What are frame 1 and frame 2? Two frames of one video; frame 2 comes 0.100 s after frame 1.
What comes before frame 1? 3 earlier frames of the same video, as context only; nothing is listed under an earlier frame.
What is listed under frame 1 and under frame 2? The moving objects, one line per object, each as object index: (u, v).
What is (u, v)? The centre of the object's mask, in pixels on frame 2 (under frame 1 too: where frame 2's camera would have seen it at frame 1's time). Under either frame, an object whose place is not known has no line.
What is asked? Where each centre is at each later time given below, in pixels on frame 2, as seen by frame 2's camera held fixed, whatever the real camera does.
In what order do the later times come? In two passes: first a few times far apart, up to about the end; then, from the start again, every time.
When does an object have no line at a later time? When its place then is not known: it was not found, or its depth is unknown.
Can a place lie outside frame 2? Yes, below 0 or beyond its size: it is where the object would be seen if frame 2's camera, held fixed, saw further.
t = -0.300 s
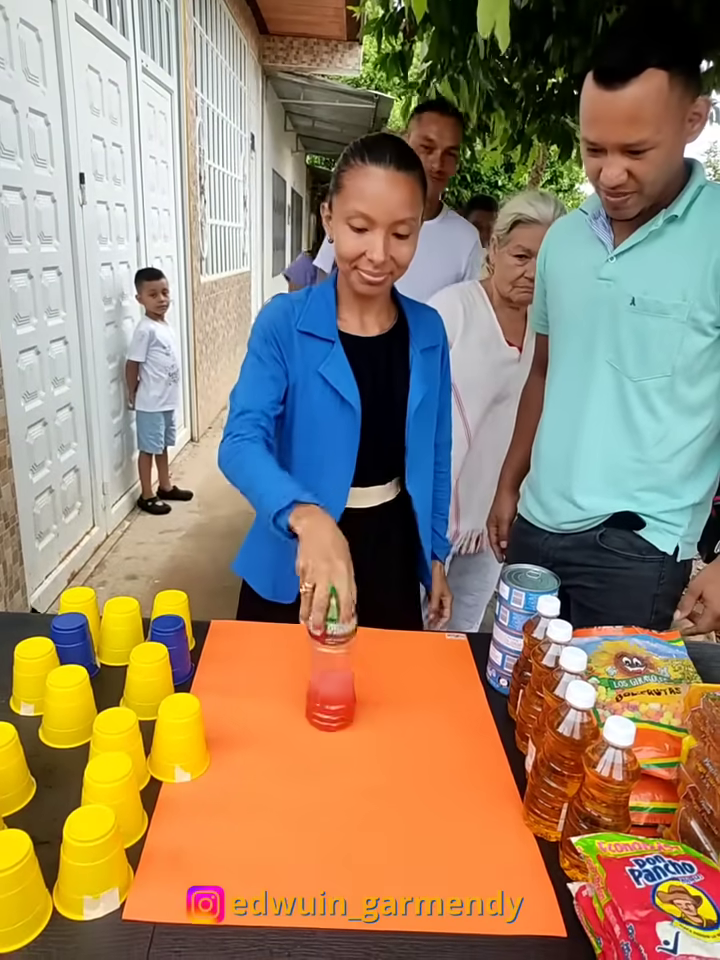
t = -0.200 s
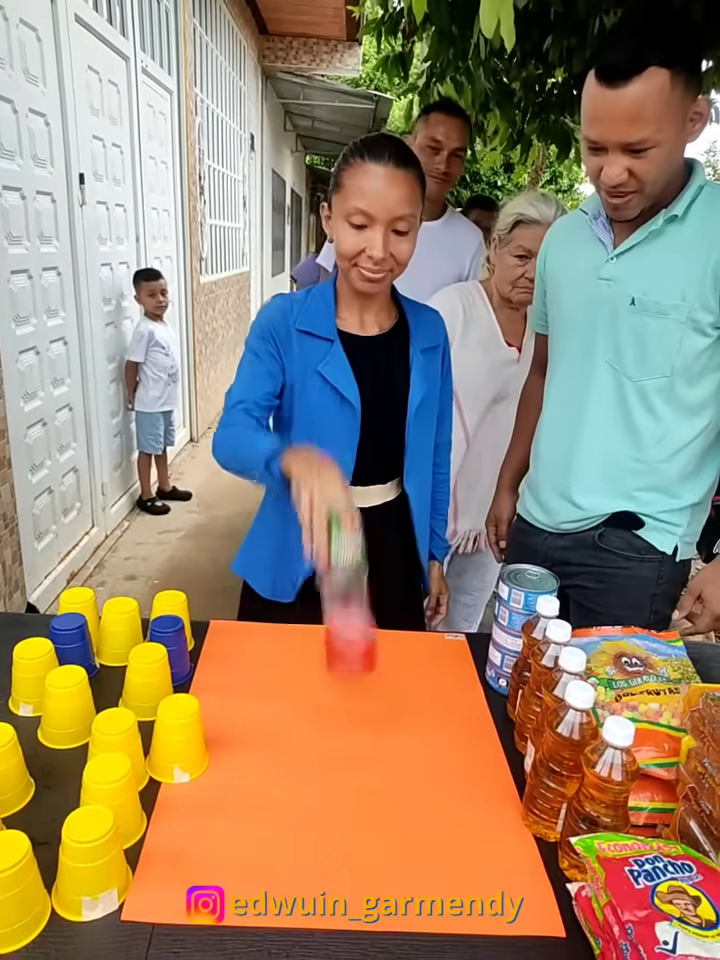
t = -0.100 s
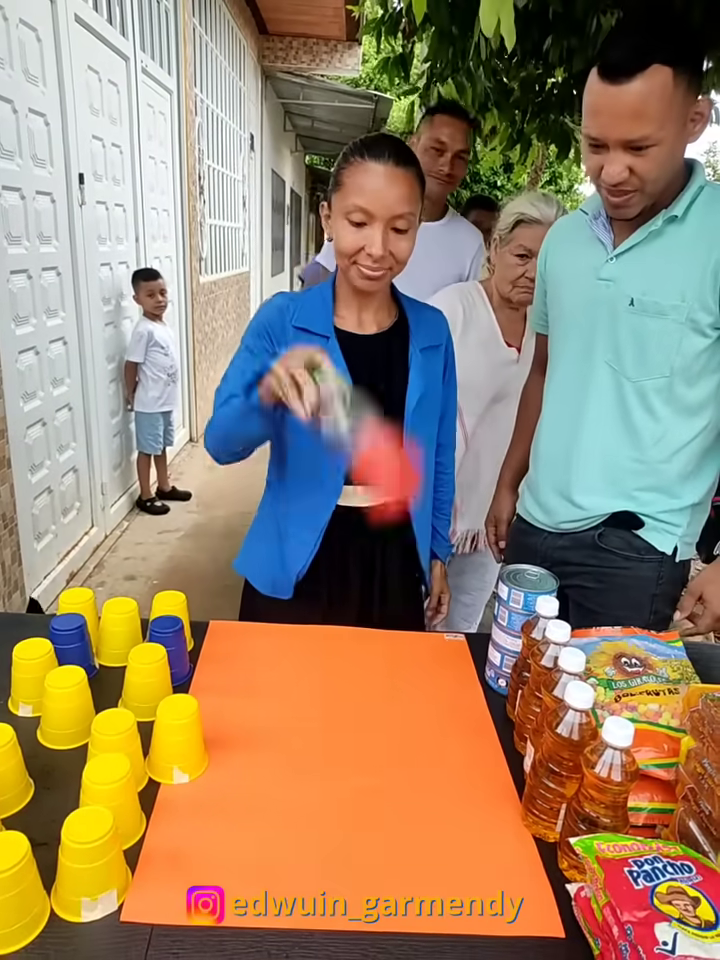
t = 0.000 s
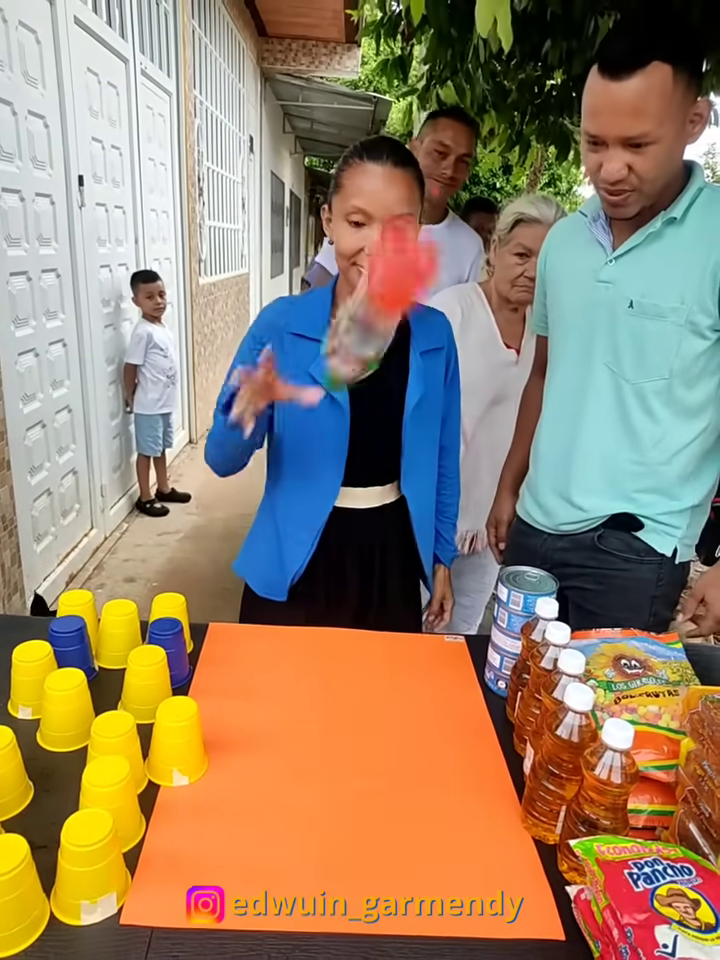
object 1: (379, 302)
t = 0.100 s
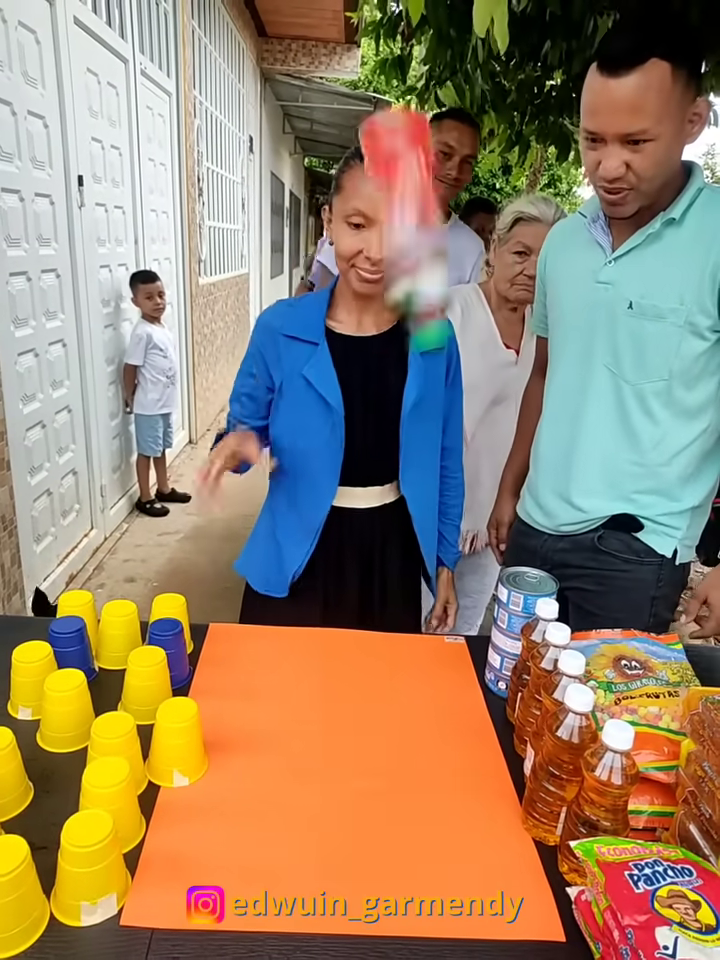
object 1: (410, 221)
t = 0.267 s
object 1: (444, 222)
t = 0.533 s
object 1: (392, 705)
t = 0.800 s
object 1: (414, 701)
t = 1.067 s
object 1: (399, 708)
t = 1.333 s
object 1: (398, 707)
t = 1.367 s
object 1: (401, 708)
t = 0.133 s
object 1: (422, 202)
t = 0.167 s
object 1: (431, 193)
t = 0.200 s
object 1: (437, 192)
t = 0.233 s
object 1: (440, 201)
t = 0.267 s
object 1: (444, 222)
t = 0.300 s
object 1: (436, 259)
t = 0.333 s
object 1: (425, 311)
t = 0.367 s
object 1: (416, 371)
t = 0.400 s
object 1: (408, 443)
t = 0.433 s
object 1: (403, 517)
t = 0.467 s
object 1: (399, 585)
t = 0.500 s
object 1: (394, 663)
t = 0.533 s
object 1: (392, 705)
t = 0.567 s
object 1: (392, 700)
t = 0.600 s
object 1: (394, 696)
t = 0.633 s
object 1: (397, 693)
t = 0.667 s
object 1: (401, 692)
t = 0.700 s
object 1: (405, 693)
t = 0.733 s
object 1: (409, 694)
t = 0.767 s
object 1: (412, 697)
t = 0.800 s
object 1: (414, 701)
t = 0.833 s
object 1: (415, 705)
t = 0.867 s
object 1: (414, 710)
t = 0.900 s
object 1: (409, 713)
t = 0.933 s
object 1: (403, 716)
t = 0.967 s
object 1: (398, 715)
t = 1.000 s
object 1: (395, 713)
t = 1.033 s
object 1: (395, 710)
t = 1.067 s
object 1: (399, 708)
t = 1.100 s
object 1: (407, 705)
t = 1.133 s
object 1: (413, 707)
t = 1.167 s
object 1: (417, 707)
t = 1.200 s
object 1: (416, 709)
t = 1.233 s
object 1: (412, 711)
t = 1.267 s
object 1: (403, 710)
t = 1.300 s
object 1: (398, 707)
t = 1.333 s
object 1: (398, 707)
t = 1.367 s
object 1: (401, 708)
